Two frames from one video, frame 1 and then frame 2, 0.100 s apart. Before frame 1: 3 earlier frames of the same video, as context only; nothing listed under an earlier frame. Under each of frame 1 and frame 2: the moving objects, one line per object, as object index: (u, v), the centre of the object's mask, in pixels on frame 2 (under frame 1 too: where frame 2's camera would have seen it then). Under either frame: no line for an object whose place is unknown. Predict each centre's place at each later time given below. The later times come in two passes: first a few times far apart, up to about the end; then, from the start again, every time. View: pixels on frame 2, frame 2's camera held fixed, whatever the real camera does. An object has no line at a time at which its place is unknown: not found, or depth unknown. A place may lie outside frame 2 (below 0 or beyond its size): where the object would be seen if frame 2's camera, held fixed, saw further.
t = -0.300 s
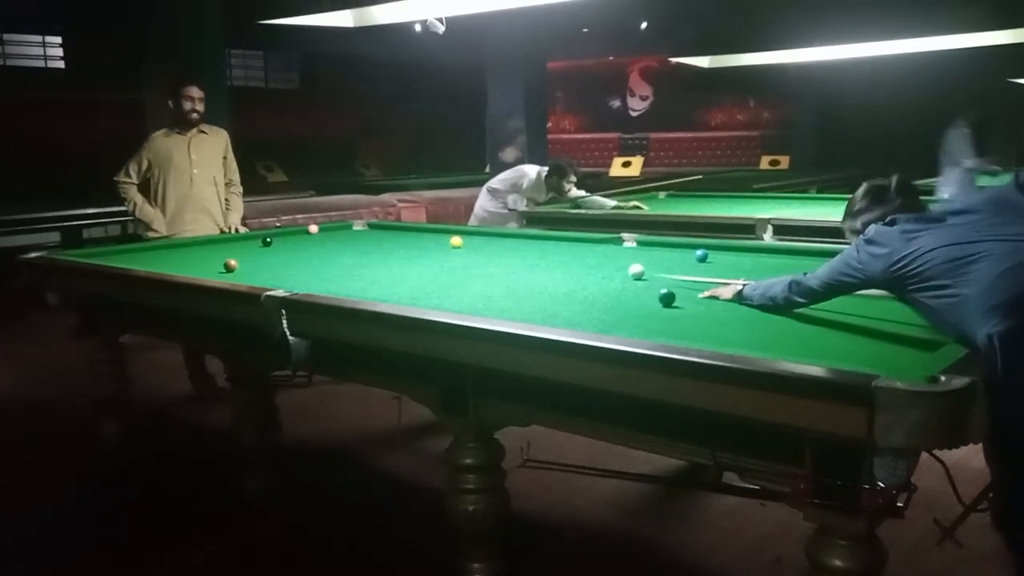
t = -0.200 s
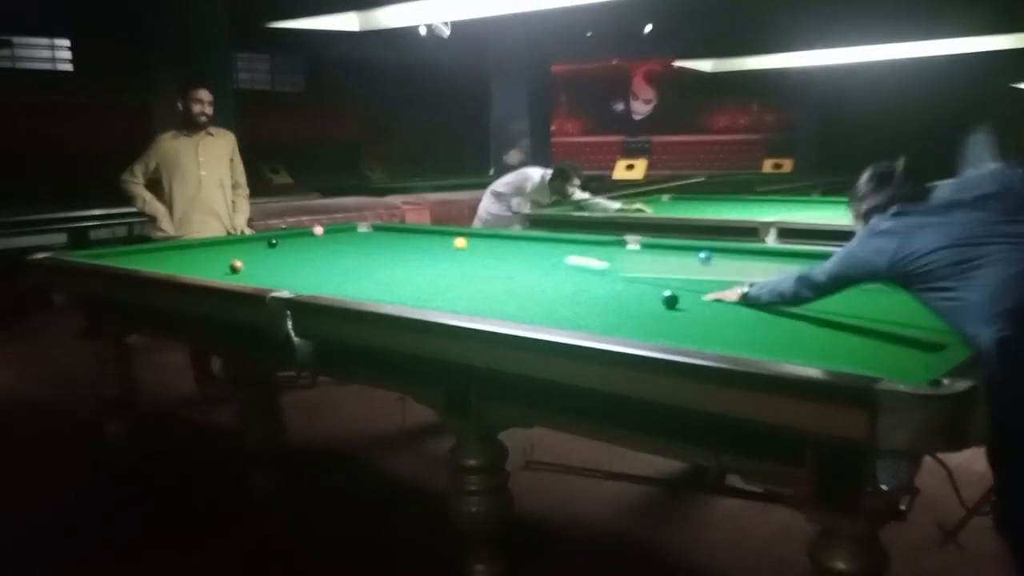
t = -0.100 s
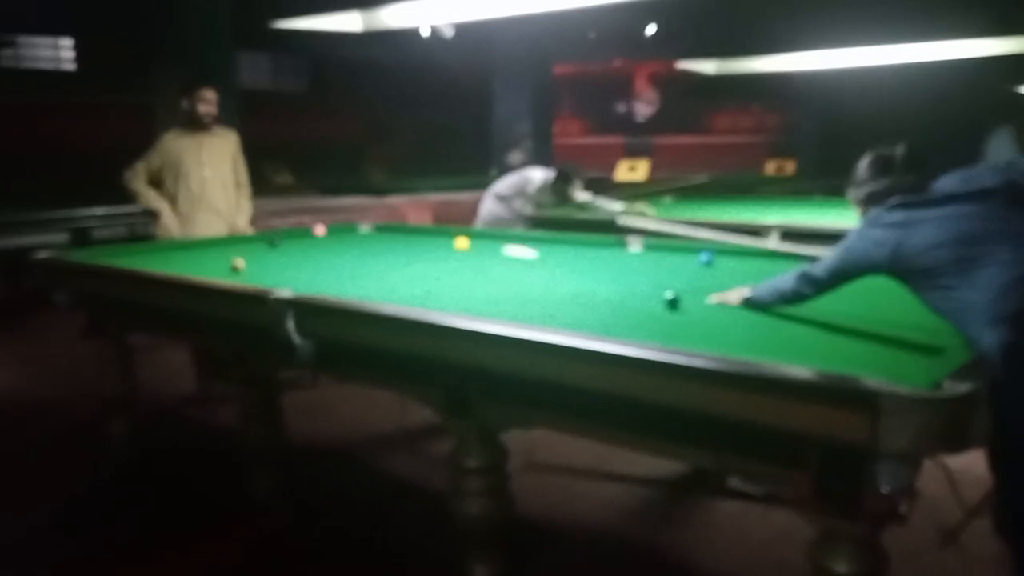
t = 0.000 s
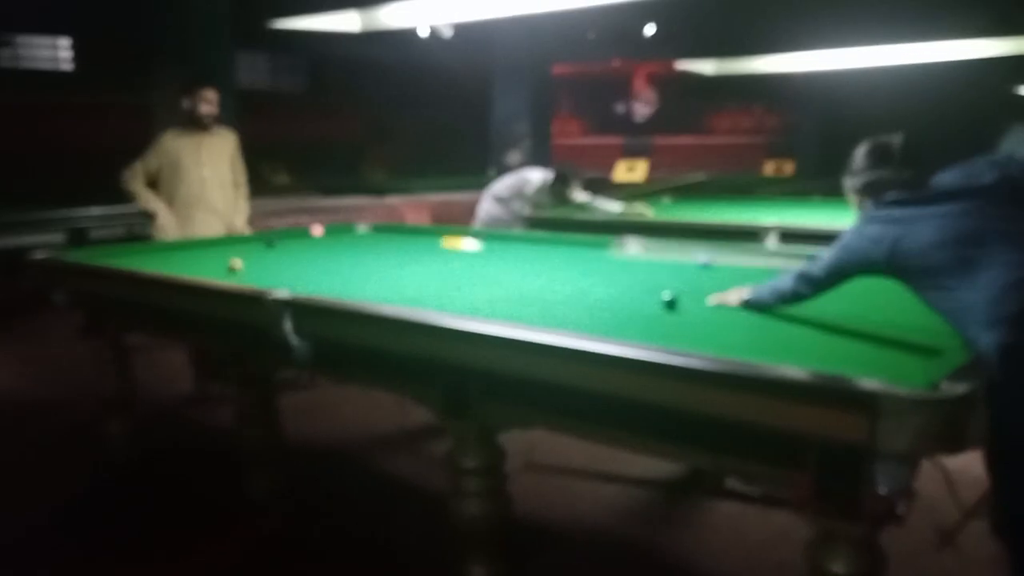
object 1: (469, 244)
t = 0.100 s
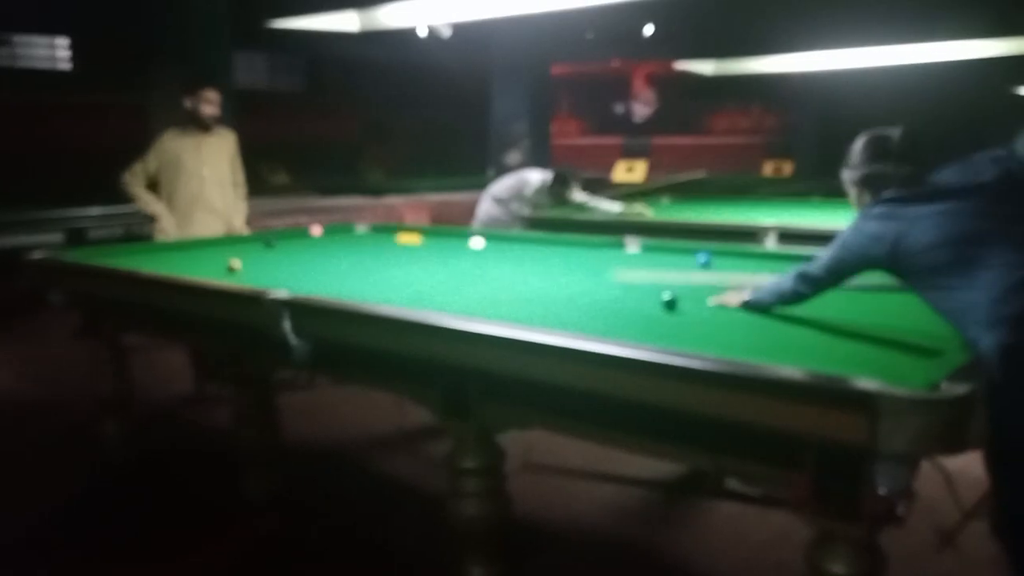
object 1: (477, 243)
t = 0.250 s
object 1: (483, 239)
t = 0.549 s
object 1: (480, 235)
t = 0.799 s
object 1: (435, 235)
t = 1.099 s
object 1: (382, 234)
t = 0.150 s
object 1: (480, 241)
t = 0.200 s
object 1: (481, 240)
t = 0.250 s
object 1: (483, 239)
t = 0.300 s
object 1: (484, 239)
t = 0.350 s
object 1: (485, 237)
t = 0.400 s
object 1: (486, 236)
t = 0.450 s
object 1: (487, 235)
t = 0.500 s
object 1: (487, 235)
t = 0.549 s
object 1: (480, 235)
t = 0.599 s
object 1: (471, 235)
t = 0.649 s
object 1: (461, 235)
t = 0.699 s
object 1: (452, 235)
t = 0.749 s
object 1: (443, 235)
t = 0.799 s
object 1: (435, 235)
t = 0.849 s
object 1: (426, 234)
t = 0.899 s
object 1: (416, 235)
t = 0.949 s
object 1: (408, 235)
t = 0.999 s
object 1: (399, 234)
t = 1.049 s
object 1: (391, 234)
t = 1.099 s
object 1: (382, 234)
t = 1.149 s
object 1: (374, 234)
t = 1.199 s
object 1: (366, 234)
